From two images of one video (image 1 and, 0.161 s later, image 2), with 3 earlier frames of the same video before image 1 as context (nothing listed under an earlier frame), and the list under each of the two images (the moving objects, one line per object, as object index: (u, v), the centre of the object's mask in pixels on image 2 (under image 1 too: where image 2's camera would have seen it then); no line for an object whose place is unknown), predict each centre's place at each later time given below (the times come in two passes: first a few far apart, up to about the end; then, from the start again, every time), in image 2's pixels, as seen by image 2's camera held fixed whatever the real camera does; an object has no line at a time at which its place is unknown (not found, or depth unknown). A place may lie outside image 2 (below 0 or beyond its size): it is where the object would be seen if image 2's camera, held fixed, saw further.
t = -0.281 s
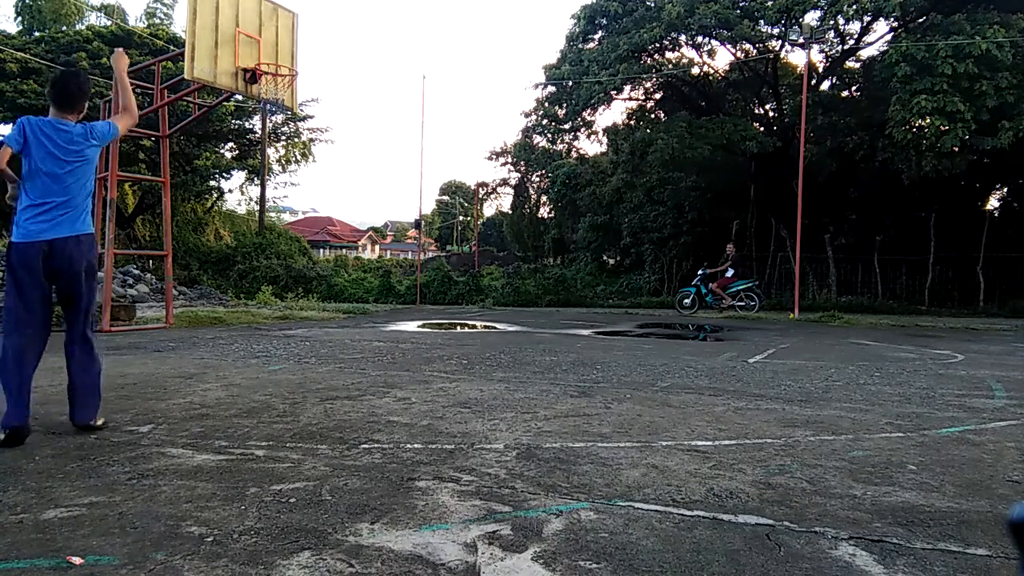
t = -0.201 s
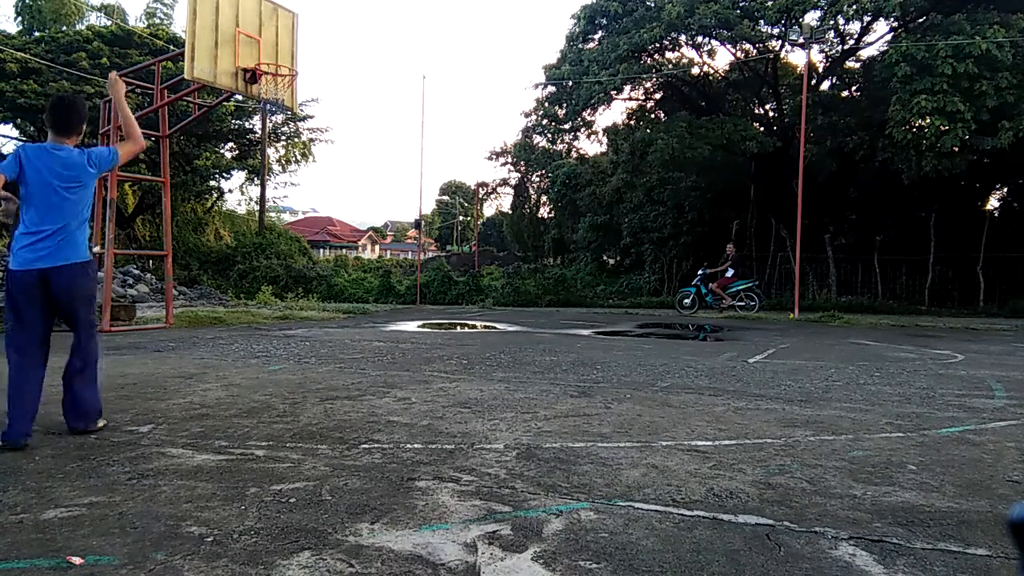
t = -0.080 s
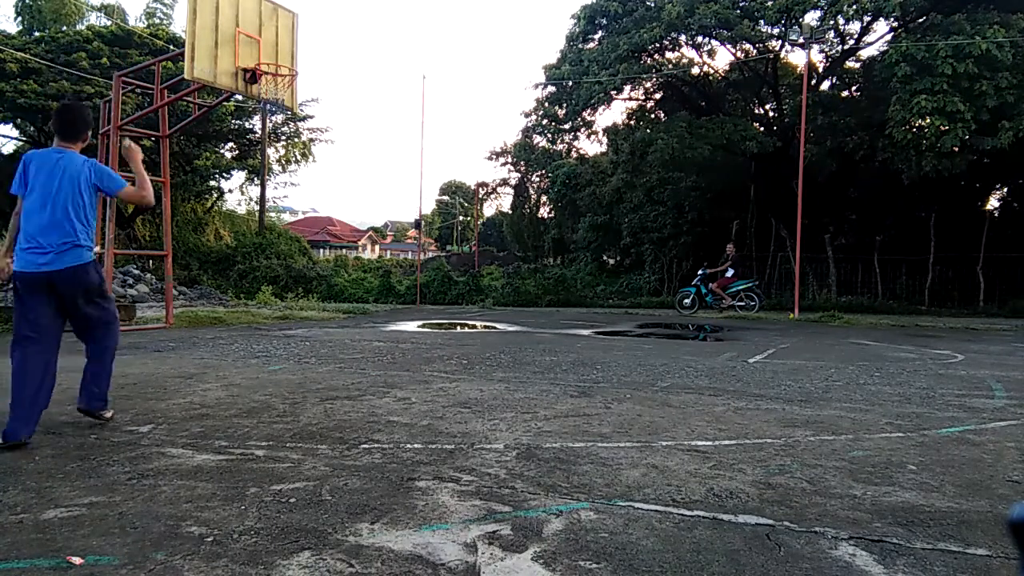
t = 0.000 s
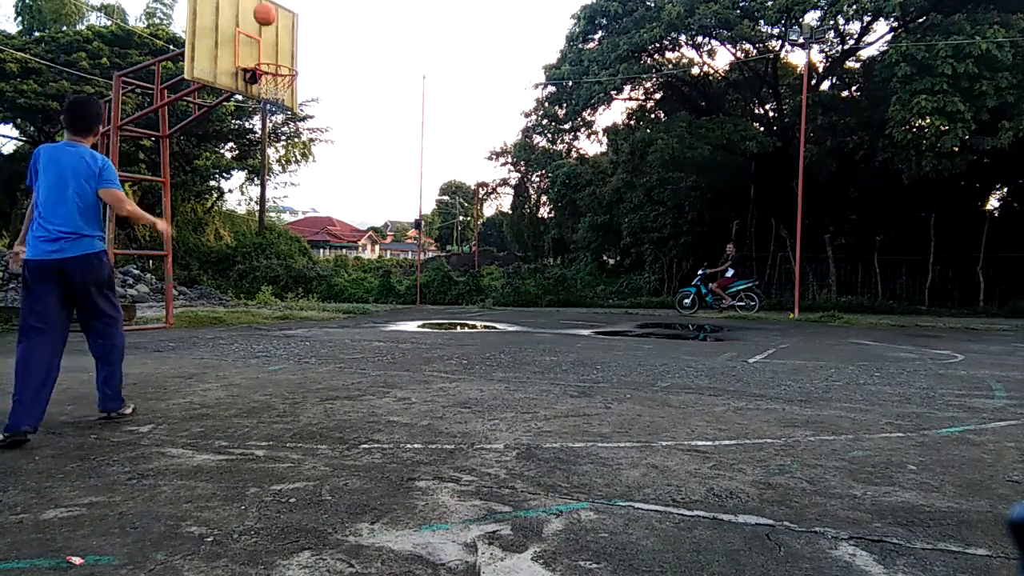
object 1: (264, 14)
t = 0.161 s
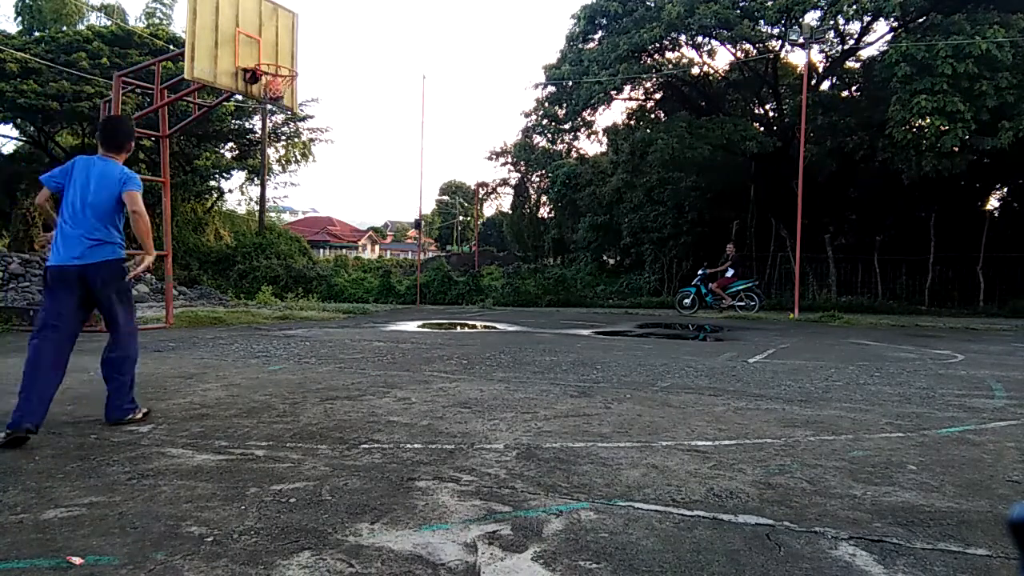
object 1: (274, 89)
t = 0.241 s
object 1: (280, 98)
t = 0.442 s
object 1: (291, 138)
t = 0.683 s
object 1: (305, 229)
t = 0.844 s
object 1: (314, 314)
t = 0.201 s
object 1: (277, 96)
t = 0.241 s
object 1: (280, 98)
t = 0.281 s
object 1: (283, 104)
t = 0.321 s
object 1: (285, 111)
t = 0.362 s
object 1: (287, 118)
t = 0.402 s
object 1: (290, 128)
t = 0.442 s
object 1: (291, 138)
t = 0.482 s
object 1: (295, 151)
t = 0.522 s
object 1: (296, 164)
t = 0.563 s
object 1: (298, 179)
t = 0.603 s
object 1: (301, 195)
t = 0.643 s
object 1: (303, 211)
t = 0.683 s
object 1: (305, 229)
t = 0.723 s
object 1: (308, 249)
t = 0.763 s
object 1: (310, 270)
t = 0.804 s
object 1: (312, 291)
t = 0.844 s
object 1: (314, 314)
